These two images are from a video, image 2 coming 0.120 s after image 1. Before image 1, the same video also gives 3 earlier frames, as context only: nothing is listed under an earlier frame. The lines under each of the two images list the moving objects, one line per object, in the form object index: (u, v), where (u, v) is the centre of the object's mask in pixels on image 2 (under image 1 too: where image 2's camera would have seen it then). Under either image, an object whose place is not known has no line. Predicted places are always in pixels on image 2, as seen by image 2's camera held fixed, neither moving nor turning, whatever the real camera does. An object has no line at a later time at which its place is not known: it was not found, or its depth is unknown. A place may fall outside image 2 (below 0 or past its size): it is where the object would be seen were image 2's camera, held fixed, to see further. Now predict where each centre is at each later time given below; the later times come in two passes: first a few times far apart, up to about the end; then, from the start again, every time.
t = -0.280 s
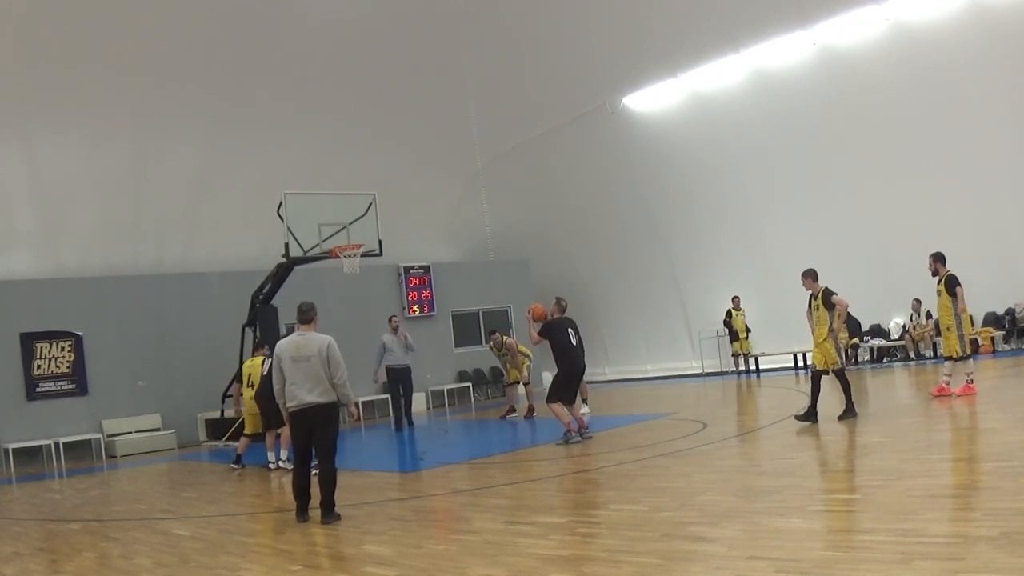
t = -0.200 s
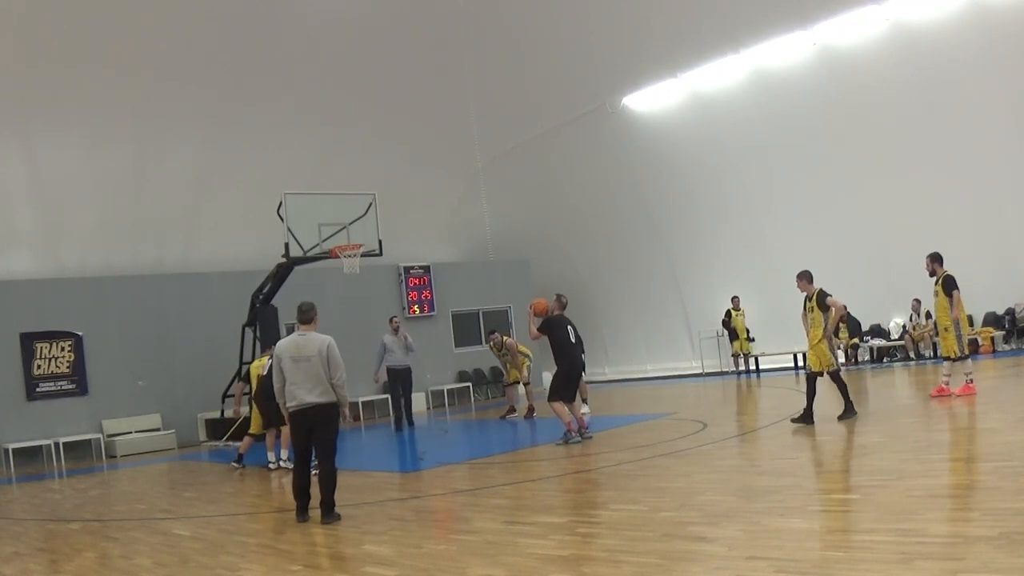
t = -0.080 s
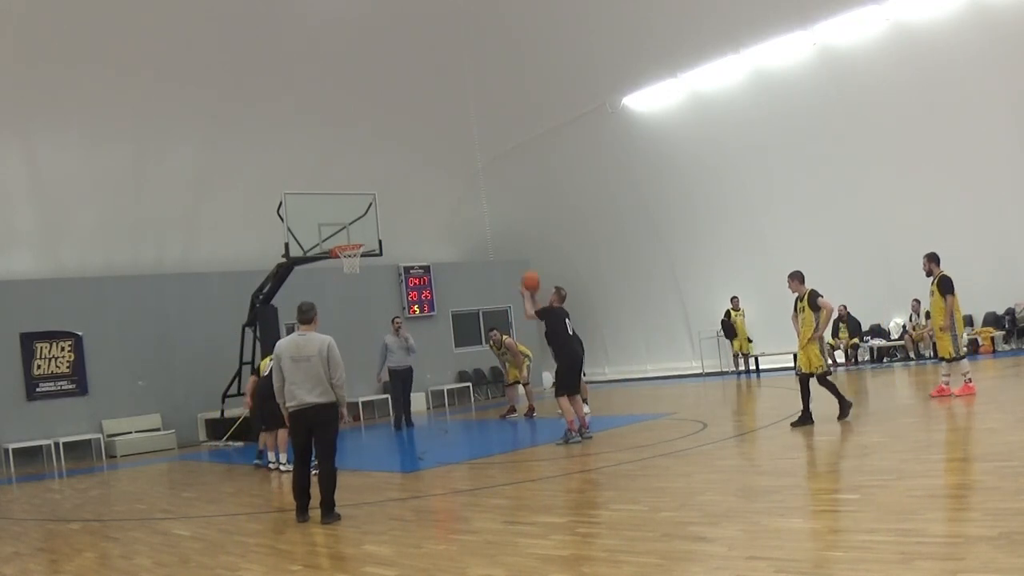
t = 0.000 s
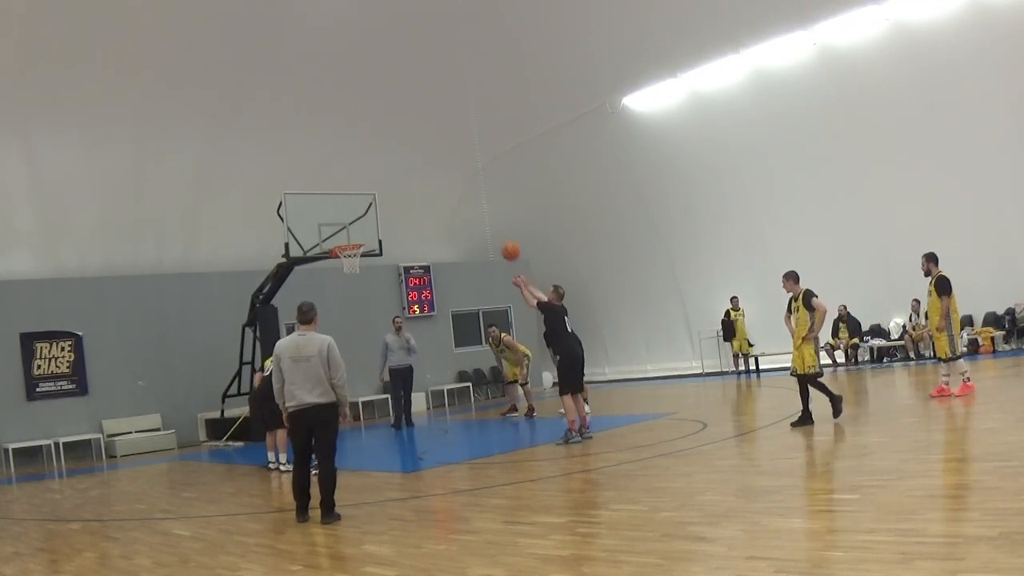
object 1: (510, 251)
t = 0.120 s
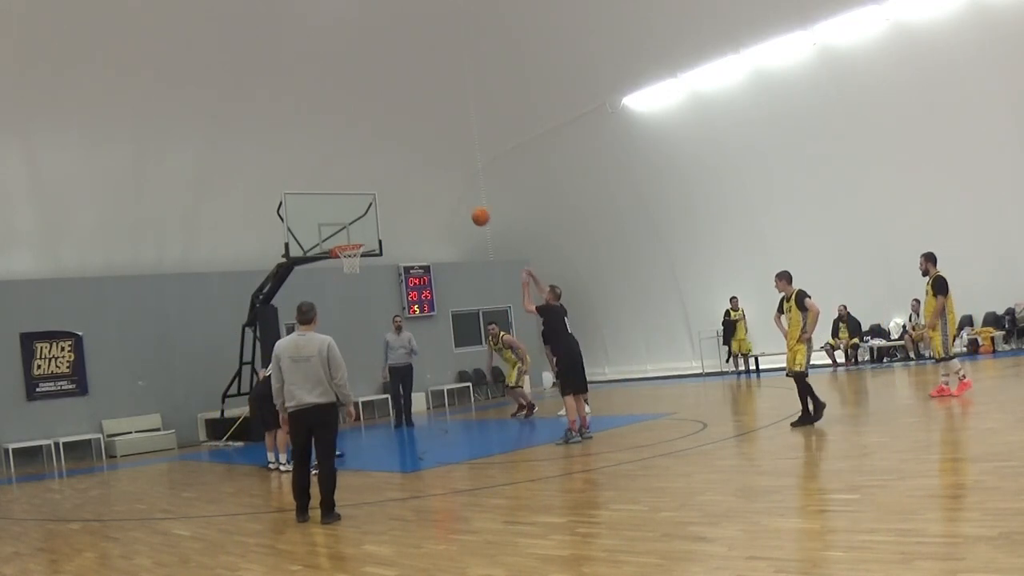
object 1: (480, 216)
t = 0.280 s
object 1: (446, 190)
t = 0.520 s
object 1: (403, 185)
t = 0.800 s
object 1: (363, 225)
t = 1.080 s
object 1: (338, 238)
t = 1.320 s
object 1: (349, 234)
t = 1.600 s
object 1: (348, 241)
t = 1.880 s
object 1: (350, 273)
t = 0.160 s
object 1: (471, 208)
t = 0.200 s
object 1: (462, 201)
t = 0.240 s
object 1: (454, 195)
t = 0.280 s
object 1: (446, 190)
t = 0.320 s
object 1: (438, 187)
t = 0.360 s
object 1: (431, 184)
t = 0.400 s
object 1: (423, 182)
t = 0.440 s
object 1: (416, 182)
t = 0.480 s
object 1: (409, 183)
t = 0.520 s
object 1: (403, 185)
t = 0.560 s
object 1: (396, 188)
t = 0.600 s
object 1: (390, 191)
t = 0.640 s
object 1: (385, 196)
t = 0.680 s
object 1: (379, 202)
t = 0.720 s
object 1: (373, 209)
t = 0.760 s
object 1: (368, 216)
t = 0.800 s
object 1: (363, 225)
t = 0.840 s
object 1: (358, 234)
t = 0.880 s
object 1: (354, 236)
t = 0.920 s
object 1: (350, 235)
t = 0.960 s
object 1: (347, 235)
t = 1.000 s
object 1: (344, 235)
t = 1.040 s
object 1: (341, 237)
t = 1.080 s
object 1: (338, 238)
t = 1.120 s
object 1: (339, 237)
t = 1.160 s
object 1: (340, 234)
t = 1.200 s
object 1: (342, 232)
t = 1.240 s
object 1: (344, 232)
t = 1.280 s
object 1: (346, 233)
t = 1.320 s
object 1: (349, 234)
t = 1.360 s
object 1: (351, 236)
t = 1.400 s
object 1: (352, 237)
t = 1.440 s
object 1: (350, 236)
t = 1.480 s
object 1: (350, 236)
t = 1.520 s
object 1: (349, 237)
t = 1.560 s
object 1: (348, 238)
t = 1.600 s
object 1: (348, 241)
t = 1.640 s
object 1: (348, 246)
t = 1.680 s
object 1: (347, 249)
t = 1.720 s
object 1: (347, 251)
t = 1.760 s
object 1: (348, 255)
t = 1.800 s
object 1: (349, 262)
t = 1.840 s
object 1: (349, 266)
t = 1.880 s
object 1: (350, 273)
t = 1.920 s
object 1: (351, 279)
